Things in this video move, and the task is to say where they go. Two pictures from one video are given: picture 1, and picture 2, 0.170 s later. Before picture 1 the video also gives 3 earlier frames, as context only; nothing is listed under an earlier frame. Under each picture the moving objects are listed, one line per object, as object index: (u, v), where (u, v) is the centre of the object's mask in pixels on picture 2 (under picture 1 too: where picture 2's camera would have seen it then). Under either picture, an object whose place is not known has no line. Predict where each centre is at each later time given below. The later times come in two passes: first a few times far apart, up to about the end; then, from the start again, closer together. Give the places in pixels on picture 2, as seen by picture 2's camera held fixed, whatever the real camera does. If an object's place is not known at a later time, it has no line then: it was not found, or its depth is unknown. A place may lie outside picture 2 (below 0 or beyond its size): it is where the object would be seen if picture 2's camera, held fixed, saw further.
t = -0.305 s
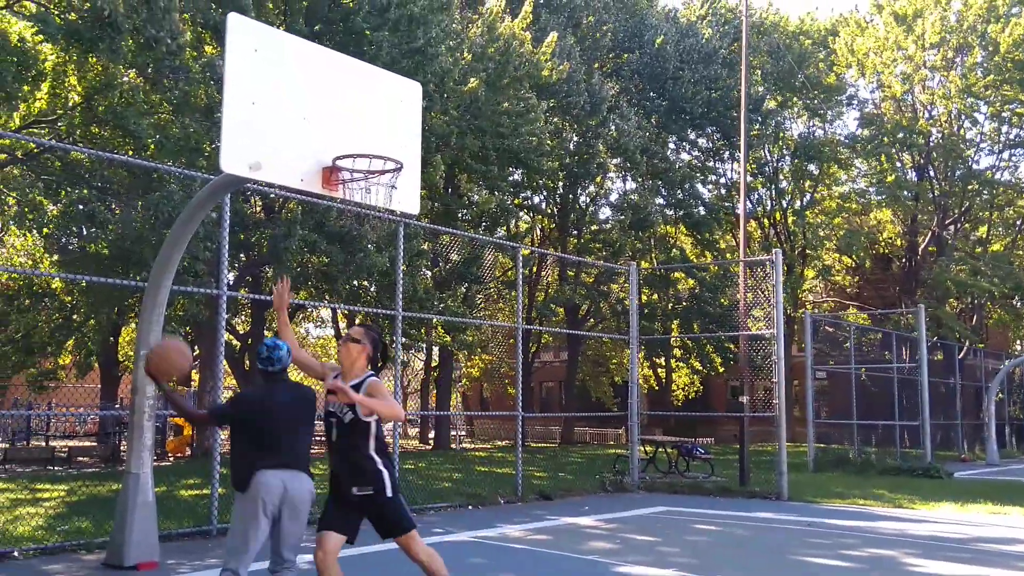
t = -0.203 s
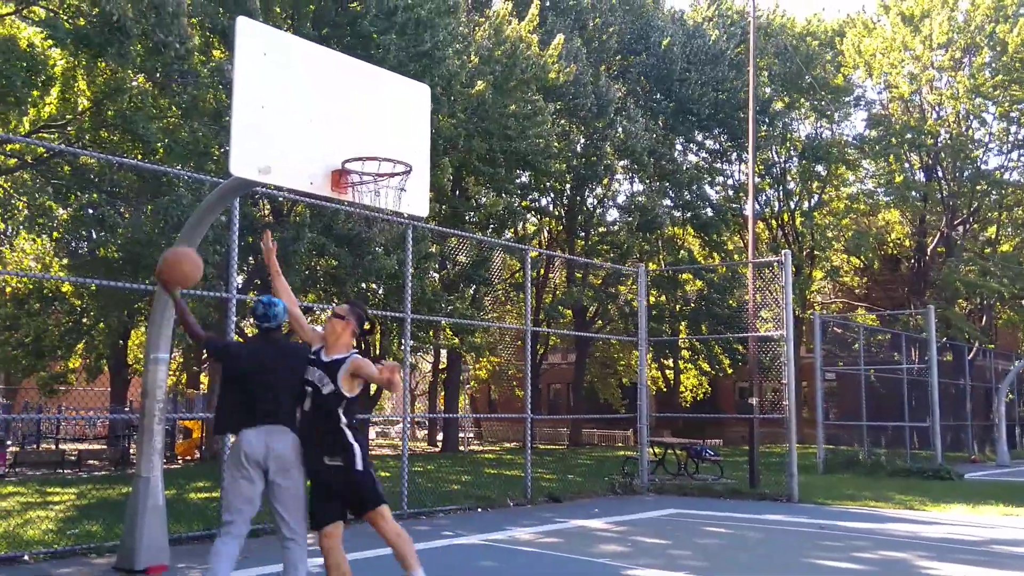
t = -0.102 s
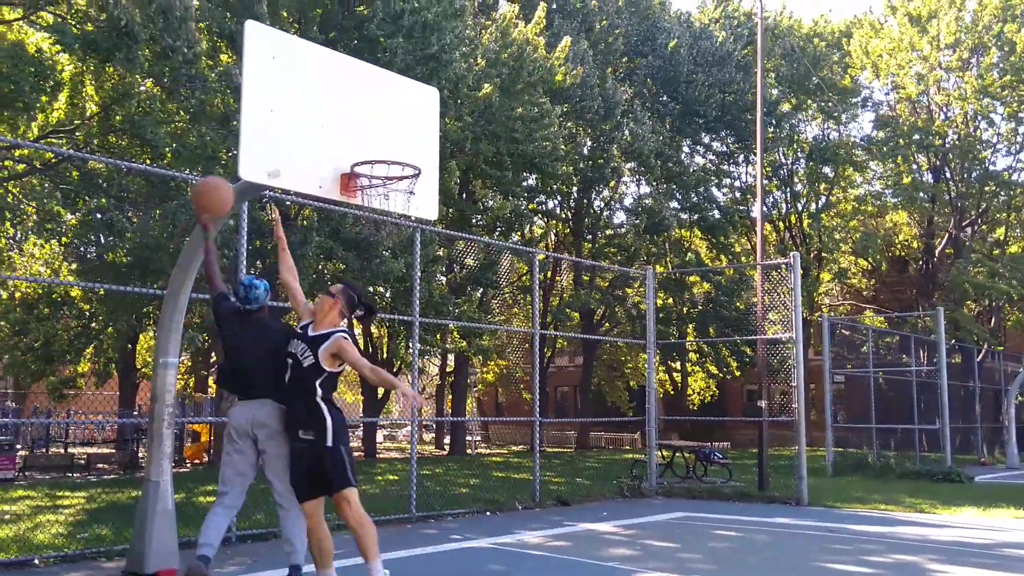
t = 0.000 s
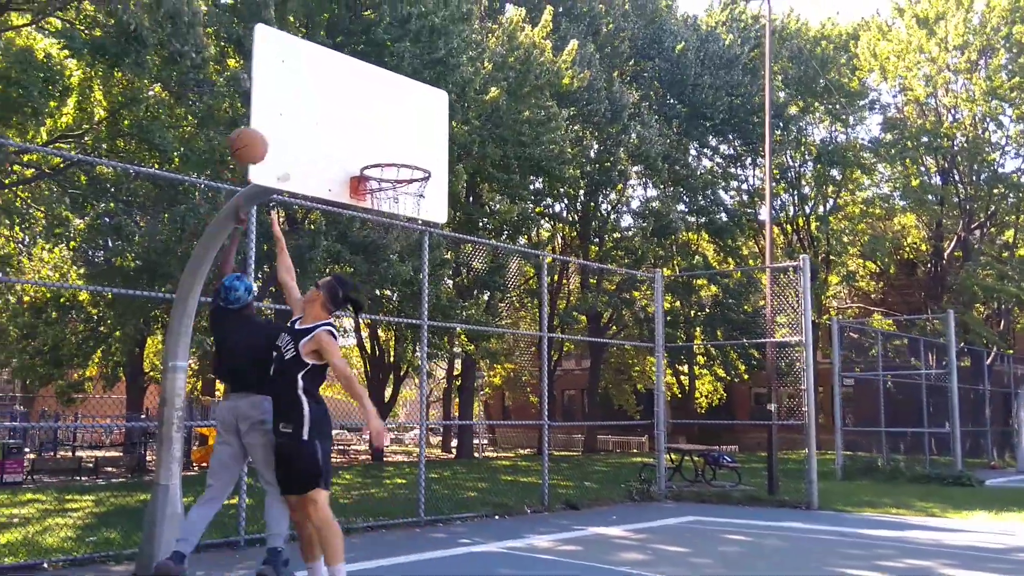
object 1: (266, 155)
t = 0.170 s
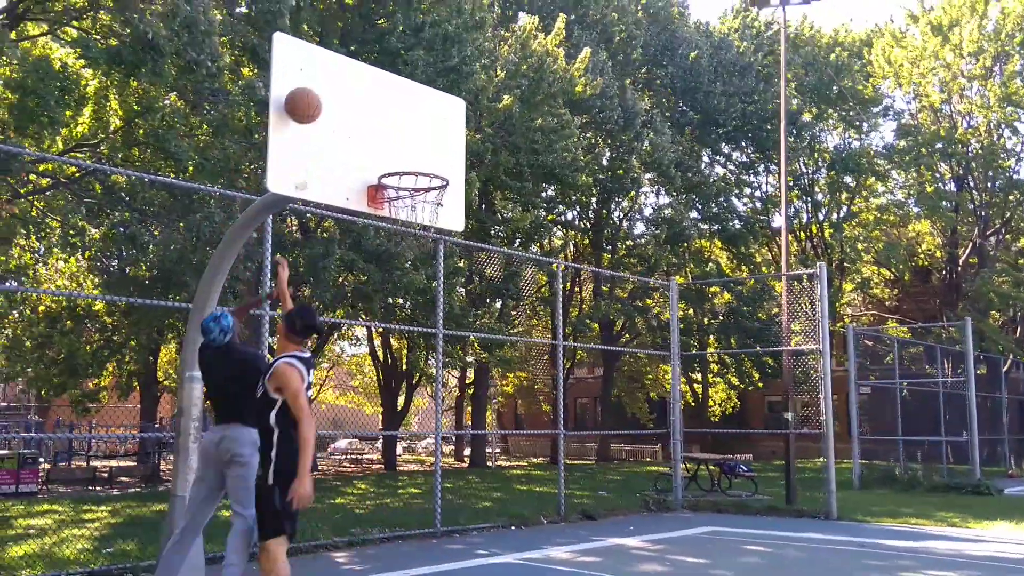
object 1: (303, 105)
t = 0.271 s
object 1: (324, 97)
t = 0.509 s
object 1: (379, 125)
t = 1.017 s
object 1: (444, 291)
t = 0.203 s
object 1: (309, 101)
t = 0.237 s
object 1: (316, 99)
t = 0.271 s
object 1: (324, 97)
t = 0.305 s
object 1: (333, 96)
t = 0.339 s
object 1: (340, 97)
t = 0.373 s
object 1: (349, 99)
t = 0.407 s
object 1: (356, 104)
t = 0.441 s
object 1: (364, 109)
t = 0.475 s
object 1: (372, 116)
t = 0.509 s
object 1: (379, 125)
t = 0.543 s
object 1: (387, 135)
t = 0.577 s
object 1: (394, 147)
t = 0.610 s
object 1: (401, 159)
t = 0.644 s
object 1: (408, 175)
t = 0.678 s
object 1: (416, 192)
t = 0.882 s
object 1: (439, 247)
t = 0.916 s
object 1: (440, 256)
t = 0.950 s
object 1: (442, 266)
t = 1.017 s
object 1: (444, 291)
